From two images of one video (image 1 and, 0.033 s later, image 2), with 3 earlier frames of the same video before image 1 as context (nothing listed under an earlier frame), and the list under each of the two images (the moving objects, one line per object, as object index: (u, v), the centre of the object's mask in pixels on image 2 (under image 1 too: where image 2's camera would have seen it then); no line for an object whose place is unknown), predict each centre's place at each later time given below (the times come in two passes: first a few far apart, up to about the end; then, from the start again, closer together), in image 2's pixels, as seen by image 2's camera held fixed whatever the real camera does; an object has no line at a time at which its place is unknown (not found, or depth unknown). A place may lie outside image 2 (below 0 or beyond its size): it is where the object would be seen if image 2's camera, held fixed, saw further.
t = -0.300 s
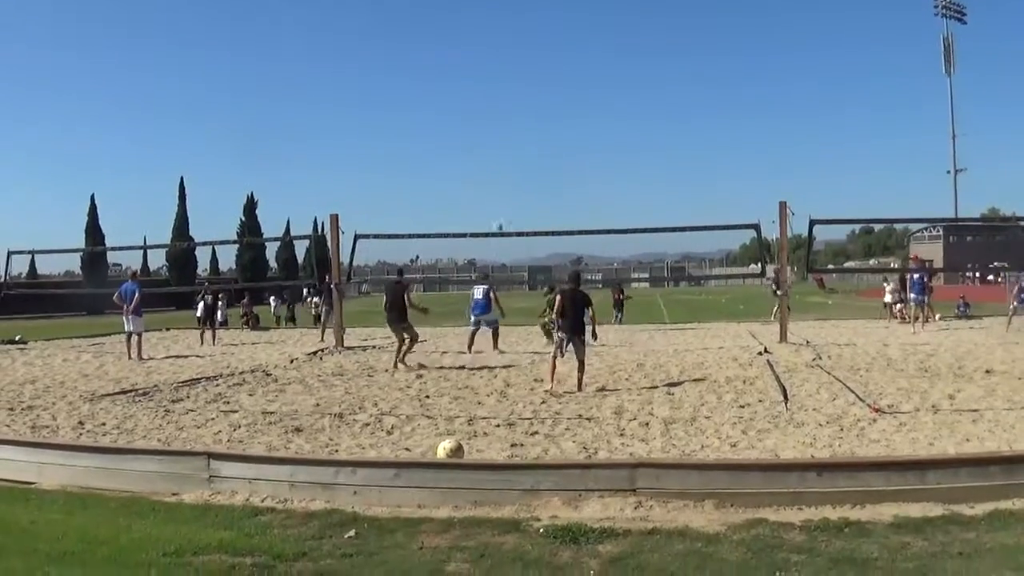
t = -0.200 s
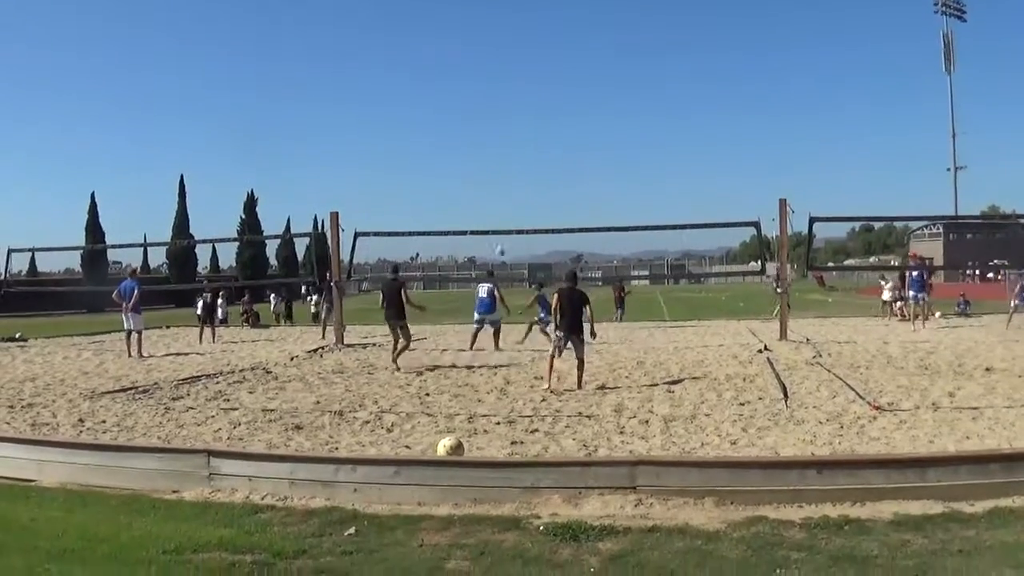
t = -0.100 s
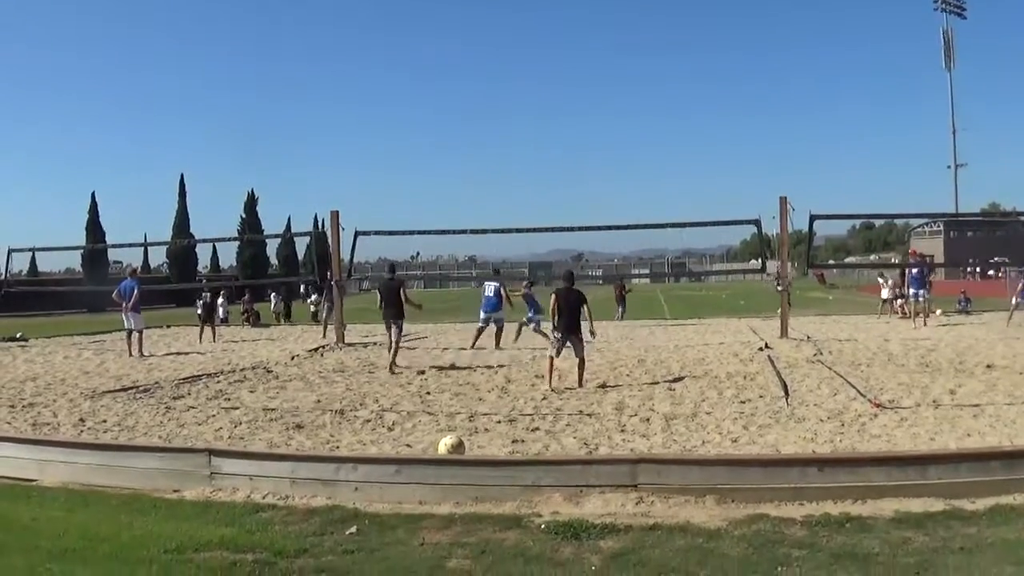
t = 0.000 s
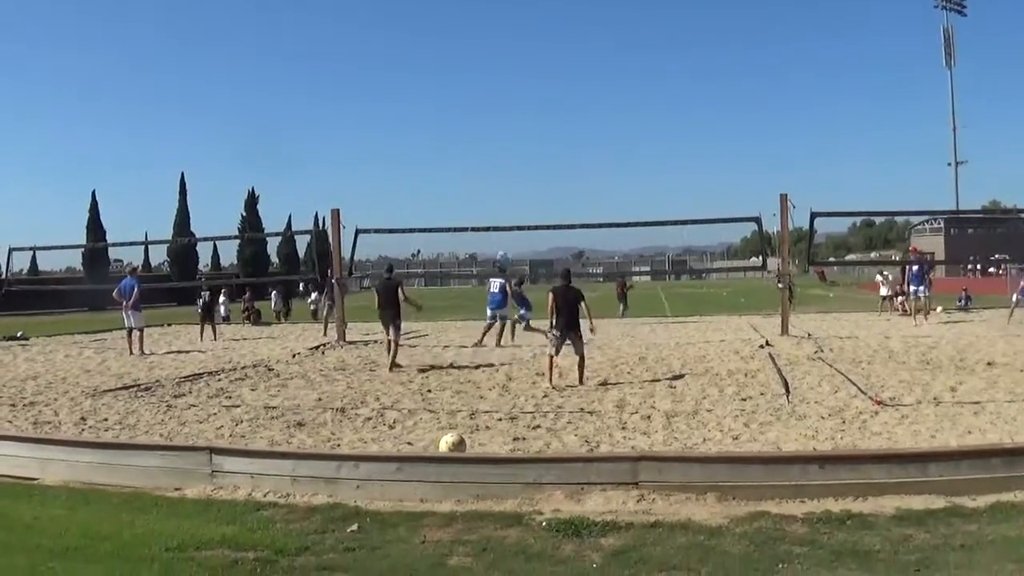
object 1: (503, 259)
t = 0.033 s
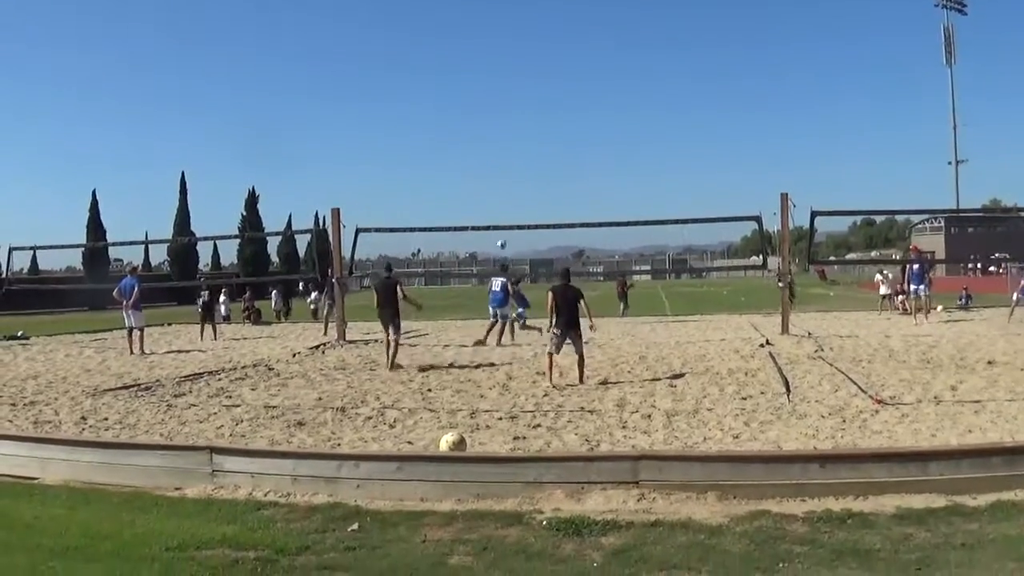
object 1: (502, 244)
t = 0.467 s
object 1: (502, 143)
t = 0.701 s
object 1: (506, 123)
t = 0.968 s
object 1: (513, 133)
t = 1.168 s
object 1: (522, 168)
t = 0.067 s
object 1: (502, 235)
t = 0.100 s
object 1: (500, 222)
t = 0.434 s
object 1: (501, 148)
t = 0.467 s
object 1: (502, 143)
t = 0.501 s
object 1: (502, 140)
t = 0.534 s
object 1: (502, 135)
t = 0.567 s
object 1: (503, 131)
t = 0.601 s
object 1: (503, 128)
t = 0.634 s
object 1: (504, 126)
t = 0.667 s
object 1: (504, 124)
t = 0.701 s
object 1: (506, 123)
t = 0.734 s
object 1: (506, 122)
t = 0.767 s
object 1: (507, 122)
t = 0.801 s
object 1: (508, 122)
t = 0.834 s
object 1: (509, 123)
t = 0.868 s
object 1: (510, 125)
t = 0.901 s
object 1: (511, 127)
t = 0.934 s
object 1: (512, 129)
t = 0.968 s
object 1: (513, 133)
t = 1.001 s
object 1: (515, 137)
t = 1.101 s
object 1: (520, 154)
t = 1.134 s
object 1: (521, 161)
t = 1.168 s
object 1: (522, 168)
